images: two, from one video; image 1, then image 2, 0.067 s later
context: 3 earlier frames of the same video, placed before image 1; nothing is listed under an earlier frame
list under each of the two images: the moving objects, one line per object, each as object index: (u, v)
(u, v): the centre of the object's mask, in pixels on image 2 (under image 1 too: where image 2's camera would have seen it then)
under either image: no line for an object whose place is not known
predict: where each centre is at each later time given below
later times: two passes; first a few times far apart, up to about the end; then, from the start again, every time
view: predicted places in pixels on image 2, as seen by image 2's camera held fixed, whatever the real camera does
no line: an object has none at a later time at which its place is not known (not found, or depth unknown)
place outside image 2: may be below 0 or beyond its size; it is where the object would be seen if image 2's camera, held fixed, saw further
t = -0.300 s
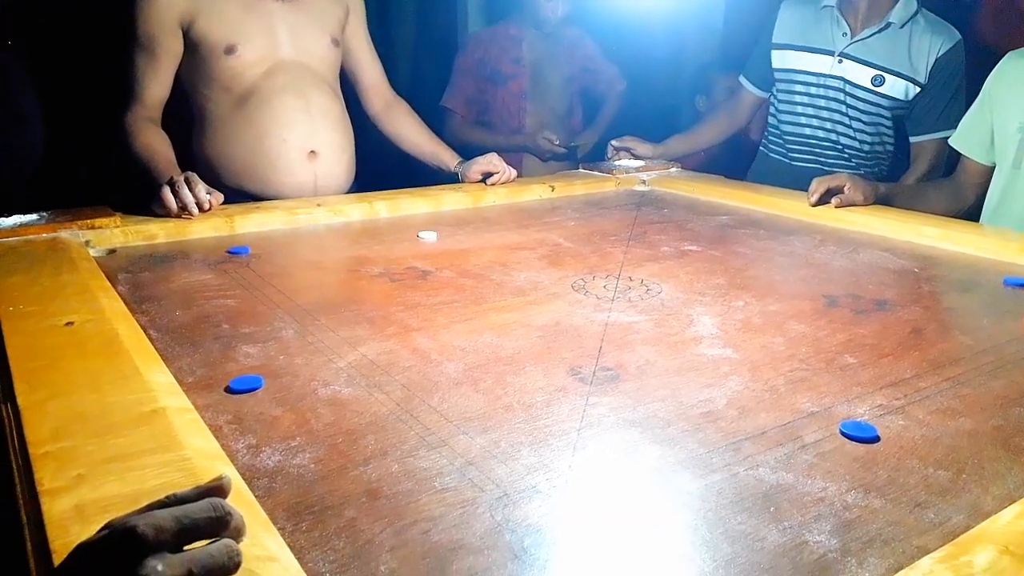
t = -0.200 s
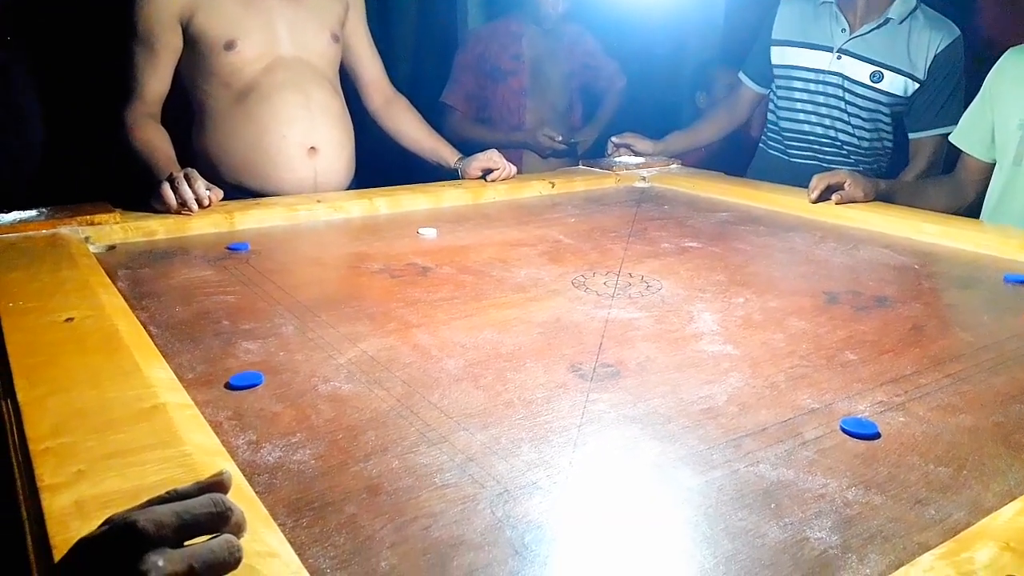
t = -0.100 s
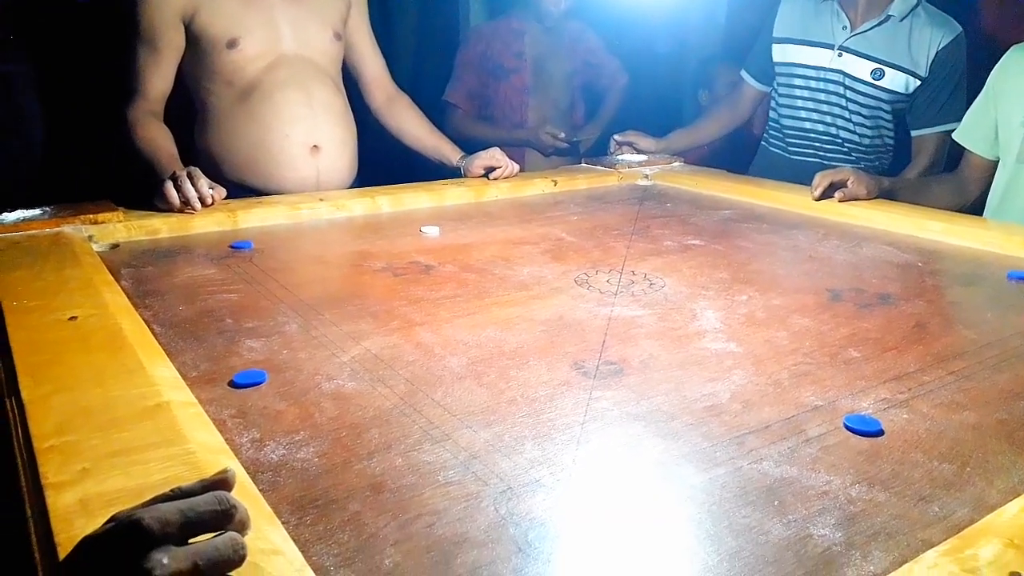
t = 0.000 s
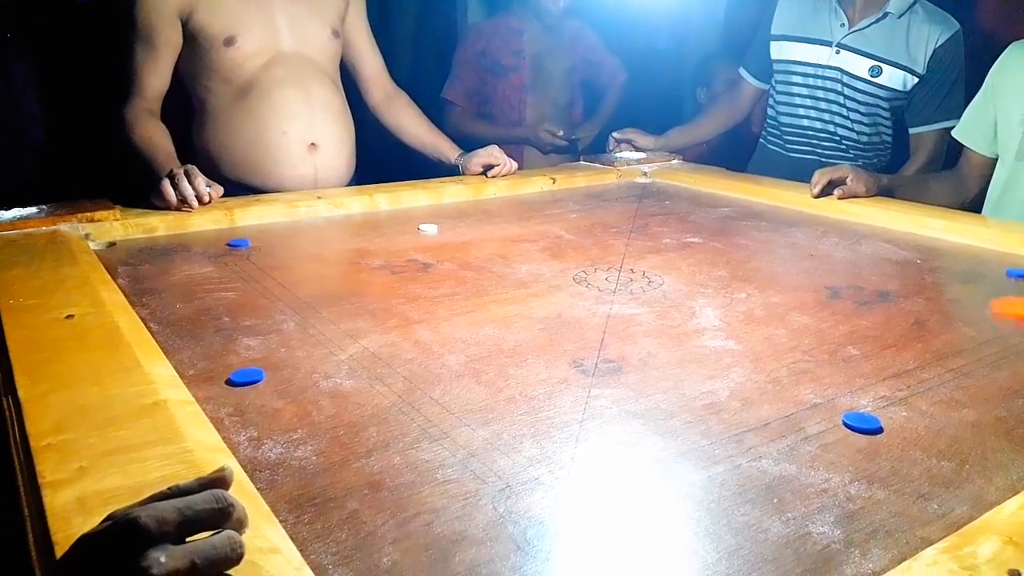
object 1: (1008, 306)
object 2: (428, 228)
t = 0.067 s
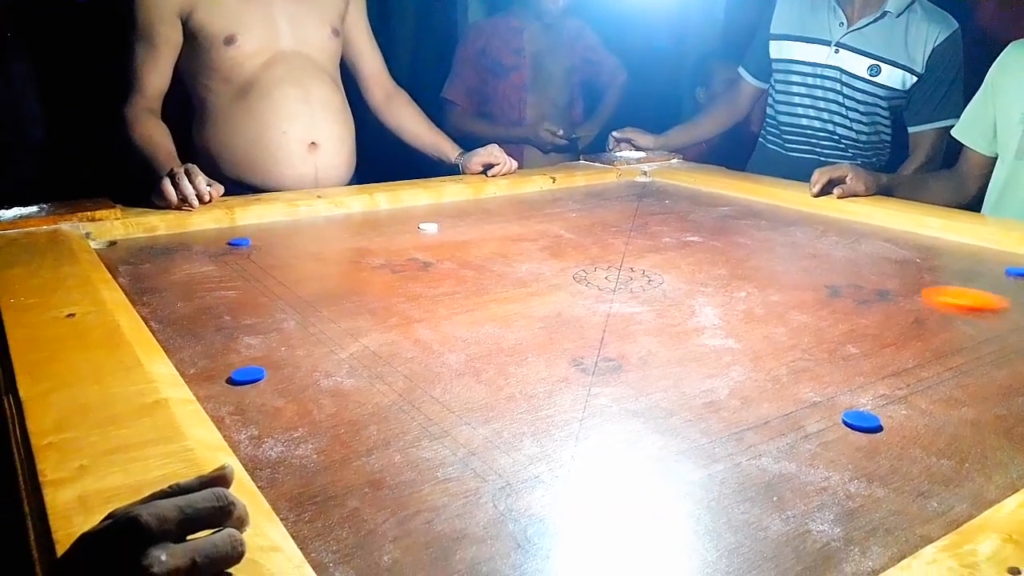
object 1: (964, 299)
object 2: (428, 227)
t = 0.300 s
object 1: (769, 270)
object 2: (428, 227)
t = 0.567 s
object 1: (599, 245)
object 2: (428, 227)
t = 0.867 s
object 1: (466, 227)
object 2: (428, 227)
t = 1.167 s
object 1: (397, 214)
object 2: (285, 226)
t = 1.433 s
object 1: (390, 217)
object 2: (189, 239)
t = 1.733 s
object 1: (395, 222)
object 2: (113, 260)
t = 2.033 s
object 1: (396, 222)
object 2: (175, 257)
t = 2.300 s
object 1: (397, 222)
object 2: (217, 255)
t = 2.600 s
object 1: (397, 222)
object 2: (237, 254)
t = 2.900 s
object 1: (397, 222)
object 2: (241, 254)
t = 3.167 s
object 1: (397, 222)
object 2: (241, 254)
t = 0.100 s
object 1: (934, 294)
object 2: (428, 228)
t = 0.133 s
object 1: (903, 290)
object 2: (428, 228)
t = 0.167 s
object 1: (872, 285)
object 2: (428, 228)
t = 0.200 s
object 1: (847, 282)
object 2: (428, 228)
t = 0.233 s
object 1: (819, 277)
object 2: (428, 228)
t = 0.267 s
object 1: (791, 273)
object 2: (428, 228)
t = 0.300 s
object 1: (769, 270)
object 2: (428, 227)
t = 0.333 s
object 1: (745, 266)
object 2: (428, 227)
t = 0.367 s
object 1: (721, 263)
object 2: (428, 227)
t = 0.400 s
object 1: (699, 260)
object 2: (428, 227)
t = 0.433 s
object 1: (677, 257)
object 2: (428, 227)
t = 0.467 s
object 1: (656, 254)
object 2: (428, 227)
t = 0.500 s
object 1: (637, 251)
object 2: (428, 227)
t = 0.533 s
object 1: (618, 248)
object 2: (428, 227)
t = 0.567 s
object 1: (599, 245)
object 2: (428, 227)
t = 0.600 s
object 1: (583, 243)
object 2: (428, 227)
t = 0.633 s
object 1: (566, 241)
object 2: (428, 227)
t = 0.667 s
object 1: (550, 239)
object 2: (428, 227)
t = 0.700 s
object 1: (535, 237)
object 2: (428, 227)
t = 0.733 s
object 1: (520, 235)
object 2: (428, 227)
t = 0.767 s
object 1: (507, 233)
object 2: (428, 227)
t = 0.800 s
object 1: (493, 230)
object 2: (428, 228)
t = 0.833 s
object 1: (478, 228)
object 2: (428, 228)
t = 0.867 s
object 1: (466, 227)
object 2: (428, 227)
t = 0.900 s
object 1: (456, 225)
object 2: (421, 227)
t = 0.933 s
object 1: (446, 223)
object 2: (403, 226)
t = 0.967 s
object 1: (439, 222)
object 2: (386, 227)
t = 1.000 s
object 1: (430, 220)
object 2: (368, 227)
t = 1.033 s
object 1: (423, 219)
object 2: (350, 227)
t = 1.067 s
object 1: (415, 217)
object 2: (333, 226)
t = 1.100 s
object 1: (409, 216)
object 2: (316, 226)
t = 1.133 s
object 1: (404, 215)
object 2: (301, 226)
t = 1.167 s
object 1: (397, 214)
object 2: (285, 226)
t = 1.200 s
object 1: (392, 213)
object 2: (268, 226)
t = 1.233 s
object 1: (386, 212)
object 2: (253, 226)
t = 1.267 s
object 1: (385, 213)
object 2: (239, 226)
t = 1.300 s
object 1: (386, 213)
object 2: (229, 229)
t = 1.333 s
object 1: (388, 215)
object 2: (219, 232)
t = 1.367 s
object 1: (388, 215)
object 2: (209, 234)
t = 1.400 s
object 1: (389, 216)
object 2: (199, 236)
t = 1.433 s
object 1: (390, 217)
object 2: (189, 239)
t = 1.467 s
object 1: (390, 218)
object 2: (179, 242)
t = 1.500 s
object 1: (391, 219)
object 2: (170, 244)
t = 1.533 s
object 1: (392, 220)
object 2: (159, 246)
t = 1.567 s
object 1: (392, 220)
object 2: (149, 249)
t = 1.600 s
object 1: (393, 221)
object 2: (140, 252)
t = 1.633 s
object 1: (394, 221)
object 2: (129, 254)
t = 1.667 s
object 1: (395, 222)
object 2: (120, 256)
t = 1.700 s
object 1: (395, 222)
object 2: (112, 259)
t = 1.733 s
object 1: (395, 222)
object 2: (113, 260)
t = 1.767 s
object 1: (396, 222)
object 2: (119, 260)
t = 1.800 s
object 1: (396, 222)
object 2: (127, 260)
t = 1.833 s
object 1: (396, 222)
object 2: (135, 259)
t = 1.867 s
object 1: (396, 222)
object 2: (142, 258)
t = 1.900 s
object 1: (396, 222)
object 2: (149, 258)
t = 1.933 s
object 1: (396, 222)
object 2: (156, 258)
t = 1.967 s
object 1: (396, 222)
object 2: (163, 258)
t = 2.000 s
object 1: (397, 222)
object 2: (169, 257)
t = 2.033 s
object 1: (396, 222)
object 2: (175, 257)
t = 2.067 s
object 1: (396, 222)
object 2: (182, 257)
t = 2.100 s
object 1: (396, 222)
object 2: (188, 256)
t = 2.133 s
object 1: (397, 222)
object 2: (193, 256)
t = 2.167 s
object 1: (397, 223)
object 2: (199, 256)
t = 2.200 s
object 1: (397, 222)
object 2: (204, 256)
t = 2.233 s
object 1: (397, 222)
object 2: (208, 255)
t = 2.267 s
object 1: (397, 222)
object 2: (213, 255)
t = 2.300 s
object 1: (397, 222)
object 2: (217, 255)
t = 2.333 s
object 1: (397, 222)
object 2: (221, 255)
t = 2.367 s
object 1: (397, 222)
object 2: (224, 255)
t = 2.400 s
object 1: (397, 222)
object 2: (227, 255)
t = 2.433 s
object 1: (397, 222)
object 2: (229, 255)
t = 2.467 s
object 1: (397, 222)
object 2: (231, 255)
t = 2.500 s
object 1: (397, 222)
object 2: (233, 254)
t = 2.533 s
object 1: (397, 222)
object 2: (235, 254)
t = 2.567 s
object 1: (397, 222)
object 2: (236, 254)
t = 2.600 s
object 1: (397, 222)
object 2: (237, 254)
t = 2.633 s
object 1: (397, 222)
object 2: (238, 254)
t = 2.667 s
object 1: (397, 222)
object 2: (238, 254)
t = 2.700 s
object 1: (397, 222)
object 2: (239, 254)
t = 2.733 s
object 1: (397, 222)
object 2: (239, 254)
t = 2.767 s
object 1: (397, 222)
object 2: (240, 255)
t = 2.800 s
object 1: (397, 222)
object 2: (240, 255)
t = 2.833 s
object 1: (397, 222)
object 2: (241, 254)
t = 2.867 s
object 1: (397, 222)
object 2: (241, 255)
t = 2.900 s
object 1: (397, 222)
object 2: (241, 254)
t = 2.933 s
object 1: (397, 222)
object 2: (241, 254)
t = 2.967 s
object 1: (397, 222)
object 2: (241, 254)
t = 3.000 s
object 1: (397, 222)
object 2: (241, 254)
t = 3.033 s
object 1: (397, 222)
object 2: (241, 254)
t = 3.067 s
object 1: (397, 222)
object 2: (241, 255)
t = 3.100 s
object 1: (397, 222)
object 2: (241, 255)
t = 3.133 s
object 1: (397, 222)
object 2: (241, 254)
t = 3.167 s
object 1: (397, 222)
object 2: (241, 254)
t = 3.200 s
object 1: (397, 222)
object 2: (241, 254)
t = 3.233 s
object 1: (396, 222)
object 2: (241, 254)
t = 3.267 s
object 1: (397, 222)
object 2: (241, 254)
